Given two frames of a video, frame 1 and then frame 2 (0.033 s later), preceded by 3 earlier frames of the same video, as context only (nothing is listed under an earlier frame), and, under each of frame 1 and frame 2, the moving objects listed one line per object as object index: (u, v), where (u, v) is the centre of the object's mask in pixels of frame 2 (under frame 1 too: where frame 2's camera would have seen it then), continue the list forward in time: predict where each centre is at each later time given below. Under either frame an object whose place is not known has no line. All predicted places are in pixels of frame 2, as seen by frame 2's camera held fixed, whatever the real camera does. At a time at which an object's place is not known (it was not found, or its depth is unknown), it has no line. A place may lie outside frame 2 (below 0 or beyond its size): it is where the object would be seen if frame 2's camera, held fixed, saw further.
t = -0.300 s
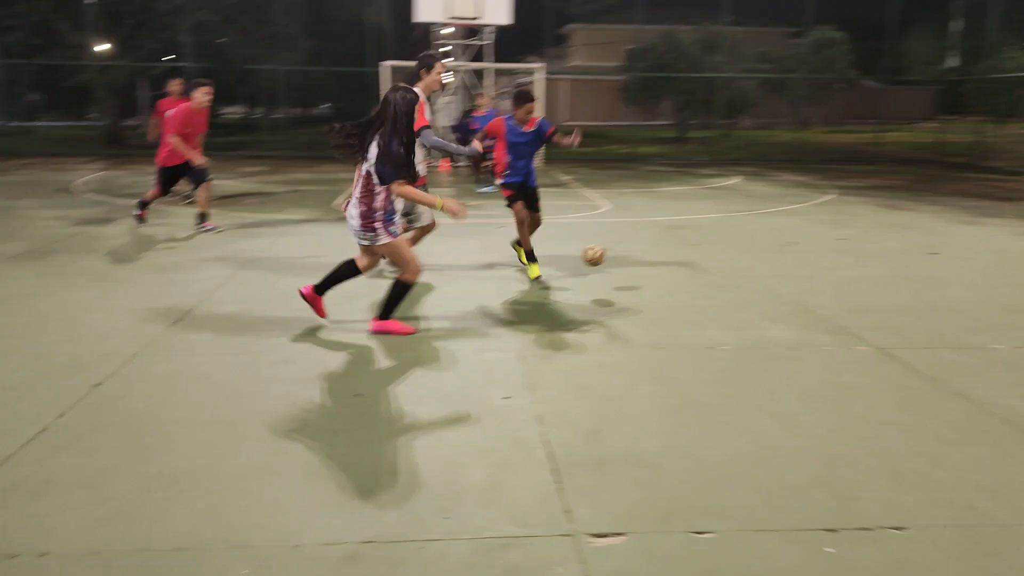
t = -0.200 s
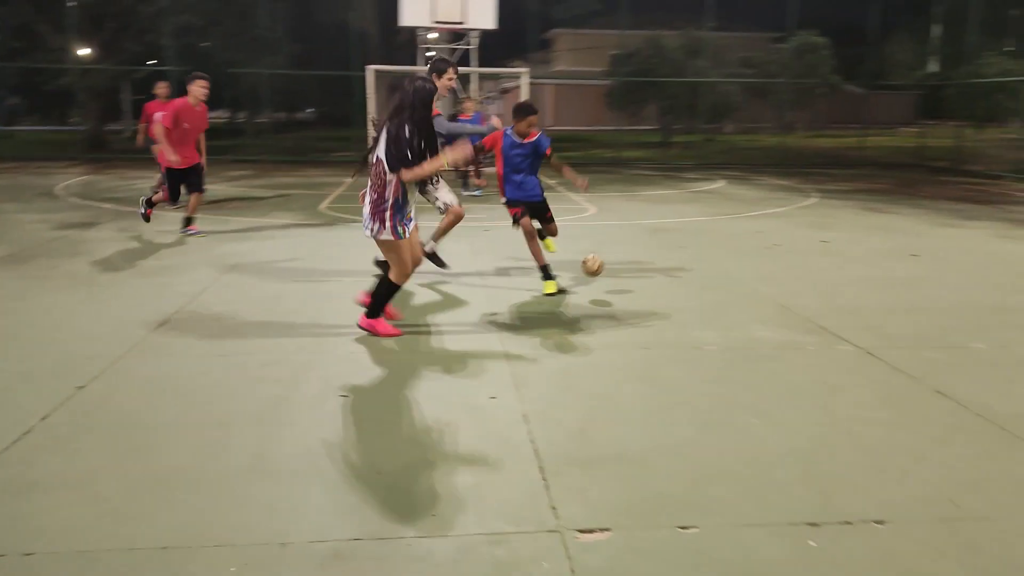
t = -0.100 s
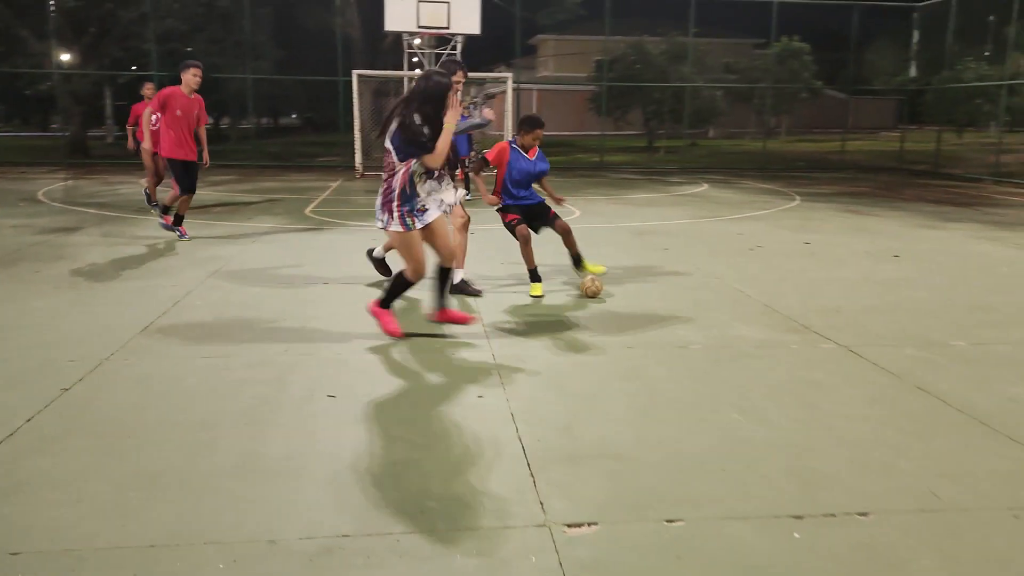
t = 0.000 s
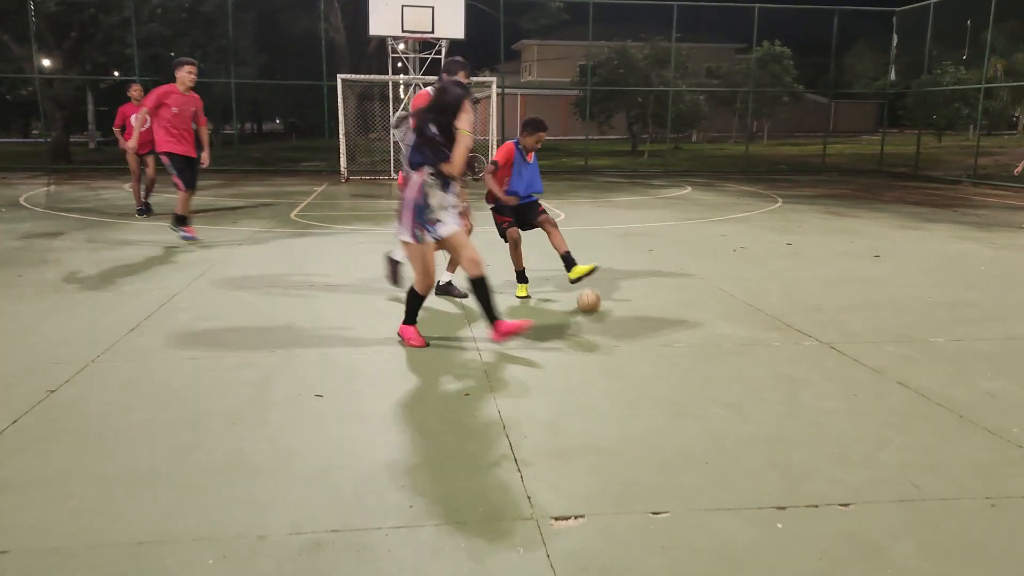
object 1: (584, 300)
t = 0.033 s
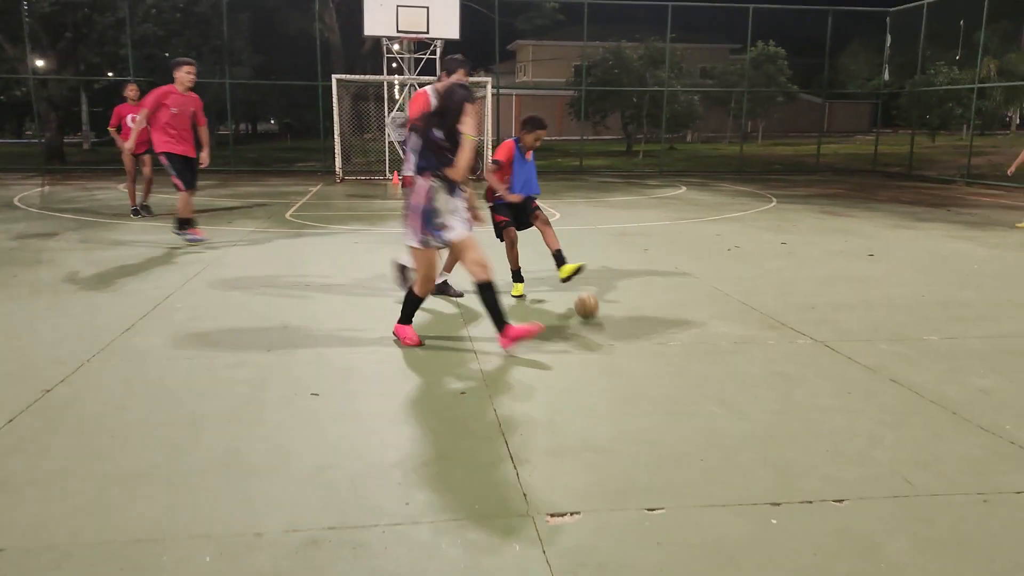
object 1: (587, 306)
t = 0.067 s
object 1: (590, 313)
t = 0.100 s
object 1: (594, 325)
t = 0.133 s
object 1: (597, 336)
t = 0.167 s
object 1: (600, 345)
